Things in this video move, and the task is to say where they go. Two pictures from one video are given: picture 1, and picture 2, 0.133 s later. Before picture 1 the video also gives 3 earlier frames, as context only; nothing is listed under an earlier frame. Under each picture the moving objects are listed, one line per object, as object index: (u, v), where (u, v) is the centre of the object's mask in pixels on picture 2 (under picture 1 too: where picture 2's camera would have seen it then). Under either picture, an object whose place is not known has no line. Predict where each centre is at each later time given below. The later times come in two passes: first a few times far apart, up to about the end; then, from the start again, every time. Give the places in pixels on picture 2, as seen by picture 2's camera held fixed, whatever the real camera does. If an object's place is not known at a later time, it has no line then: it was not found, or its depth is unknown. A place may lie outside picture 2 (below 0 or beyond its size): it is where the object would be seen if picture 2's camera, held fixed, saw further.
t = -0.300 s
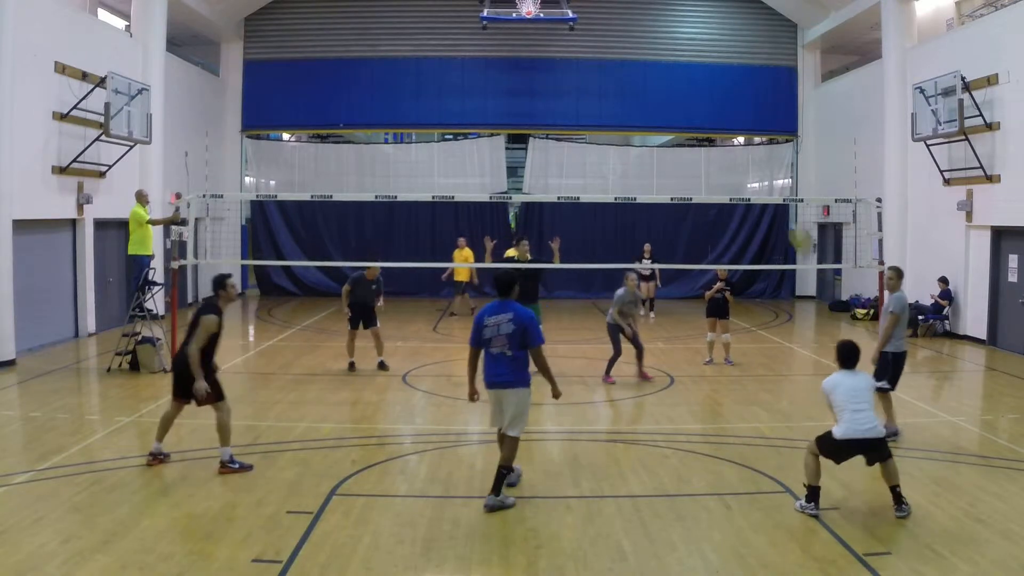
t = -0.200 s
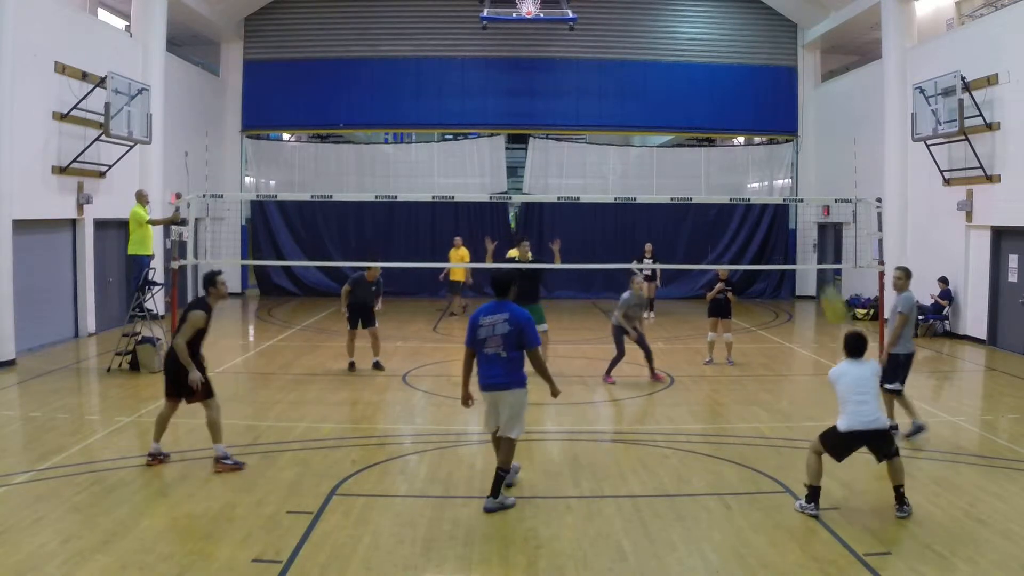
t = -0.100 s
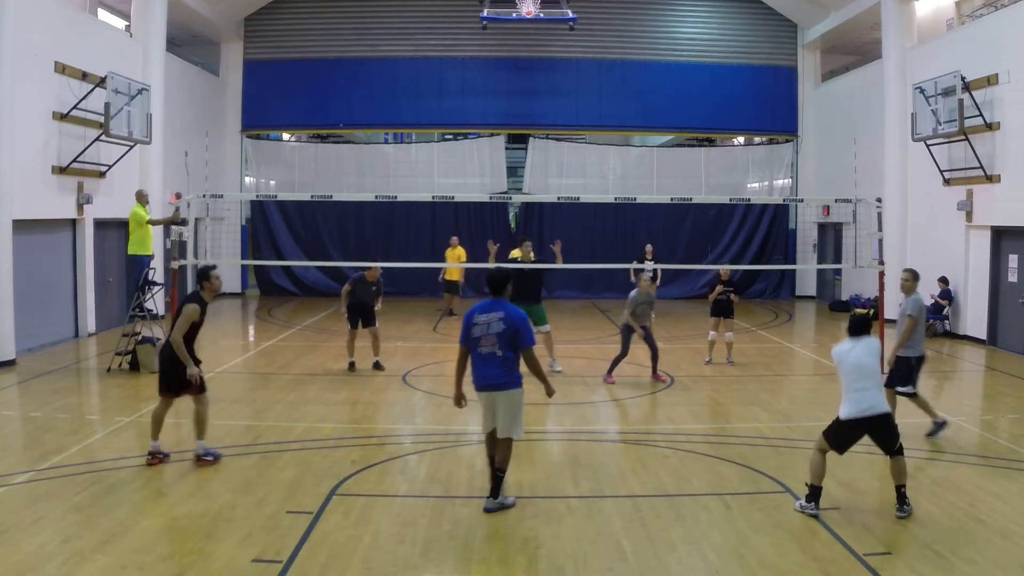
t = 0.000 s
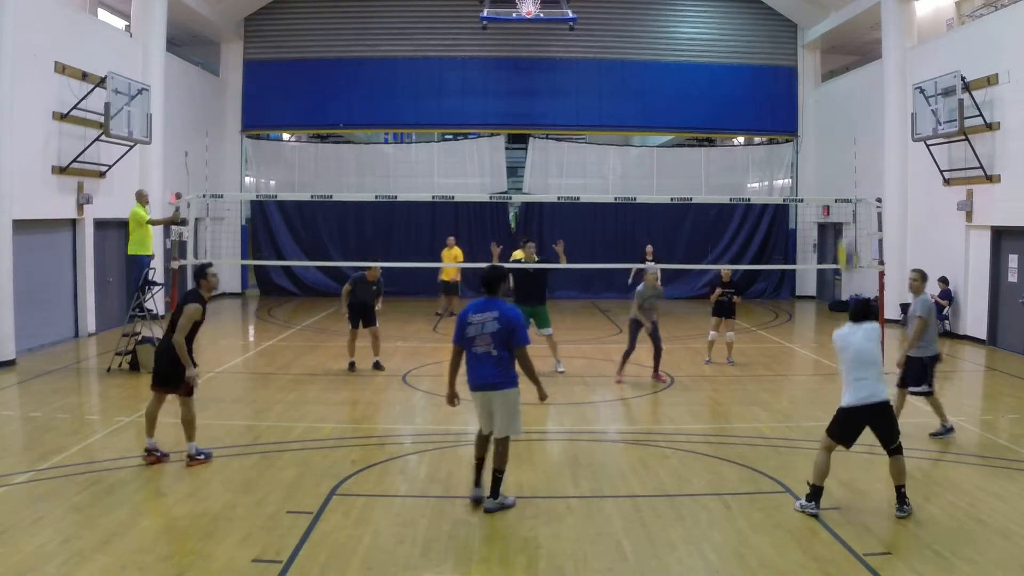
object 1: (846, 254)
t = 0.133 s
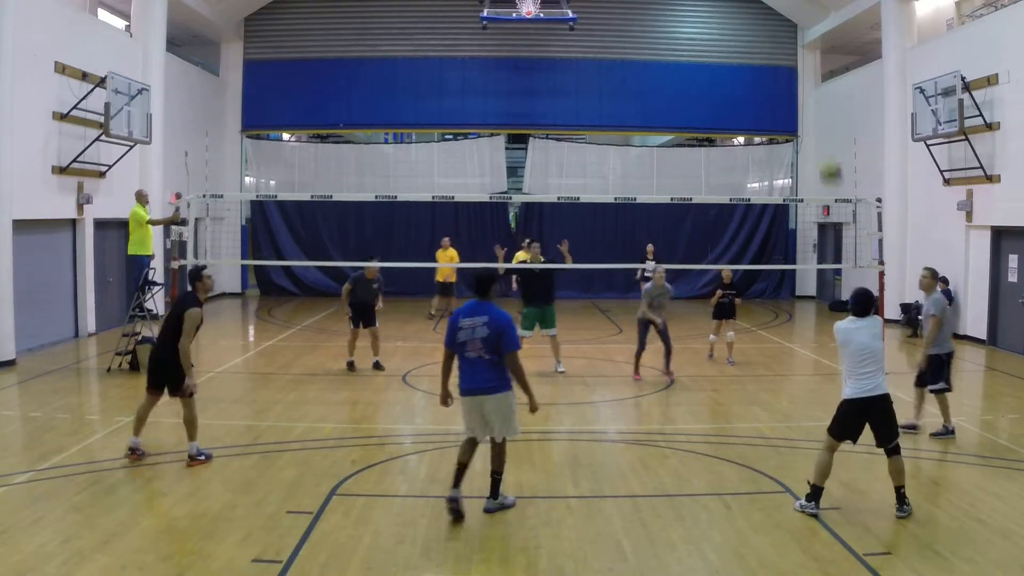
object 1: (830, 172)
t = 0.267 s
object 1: (813, 112)
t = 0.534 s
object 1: (785, 64)
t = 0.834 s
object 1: (761, 94)
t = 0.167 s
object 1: (827, 156)
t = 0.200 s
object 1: (822, 141)
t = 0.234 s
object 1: (817, 125)
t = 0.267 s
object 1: (813, 112)
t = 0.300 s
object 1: (811, 103)
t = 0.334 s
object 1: (805, 93)
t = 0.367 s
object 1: (801, 84)
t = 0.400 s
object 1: (798, 78)
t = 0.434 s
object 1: (795, 72)
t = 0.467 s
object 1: (792, 68)
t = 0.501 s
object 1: (789, 65)
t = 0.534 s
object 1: (785, 64)
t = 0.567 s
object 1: (783, 62)
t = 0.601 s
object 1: (780, 63)
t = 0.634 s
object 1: (776, 64)
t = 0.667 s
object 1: (774, 66)
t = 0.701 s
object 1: (771, 69)
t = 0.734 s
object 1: (768, 74)
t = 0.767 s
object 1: (766, 80)
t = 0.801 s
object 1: (763, 87)
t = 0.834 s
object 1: (761, 94)
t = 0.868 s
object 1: (758, 103)
